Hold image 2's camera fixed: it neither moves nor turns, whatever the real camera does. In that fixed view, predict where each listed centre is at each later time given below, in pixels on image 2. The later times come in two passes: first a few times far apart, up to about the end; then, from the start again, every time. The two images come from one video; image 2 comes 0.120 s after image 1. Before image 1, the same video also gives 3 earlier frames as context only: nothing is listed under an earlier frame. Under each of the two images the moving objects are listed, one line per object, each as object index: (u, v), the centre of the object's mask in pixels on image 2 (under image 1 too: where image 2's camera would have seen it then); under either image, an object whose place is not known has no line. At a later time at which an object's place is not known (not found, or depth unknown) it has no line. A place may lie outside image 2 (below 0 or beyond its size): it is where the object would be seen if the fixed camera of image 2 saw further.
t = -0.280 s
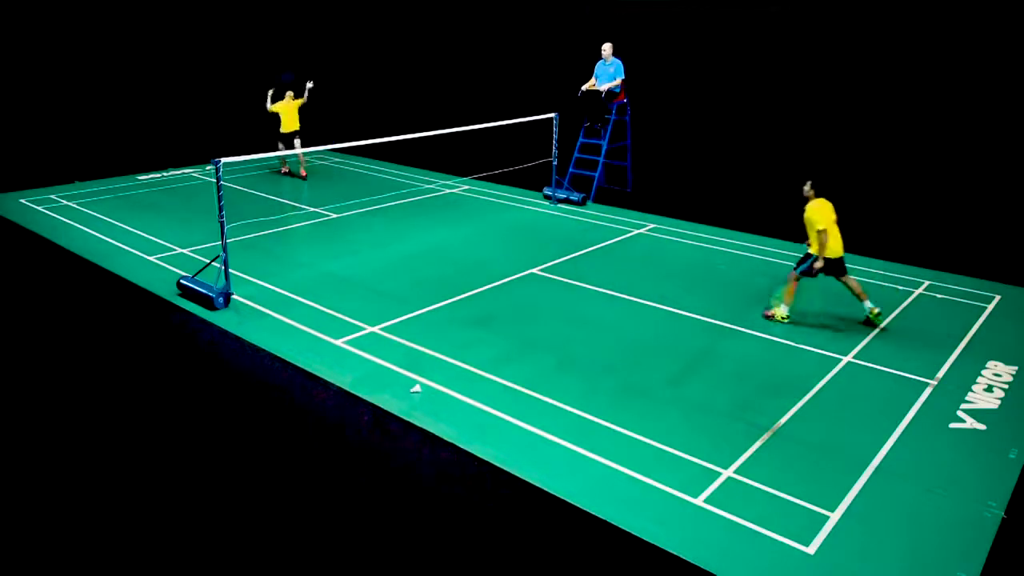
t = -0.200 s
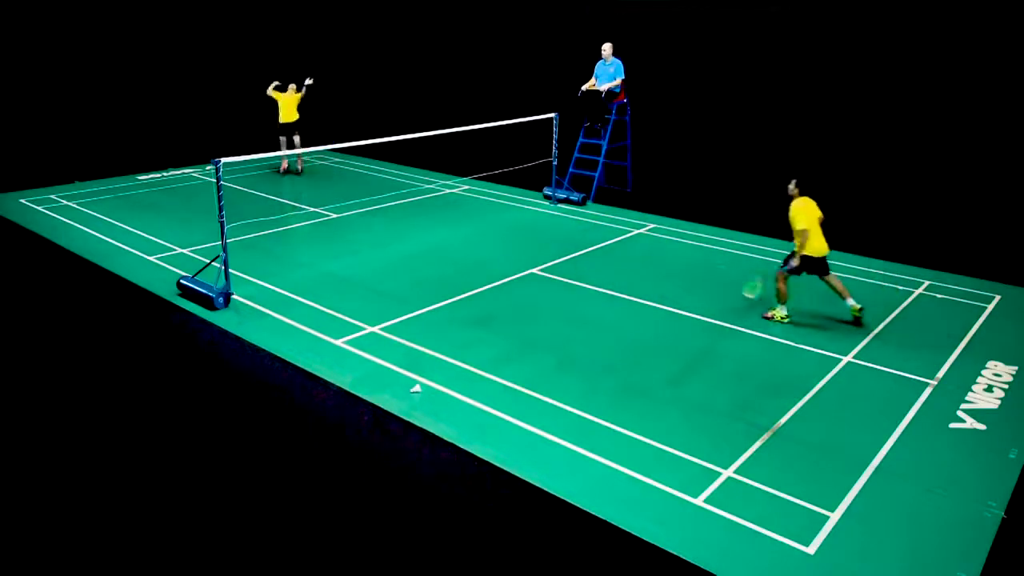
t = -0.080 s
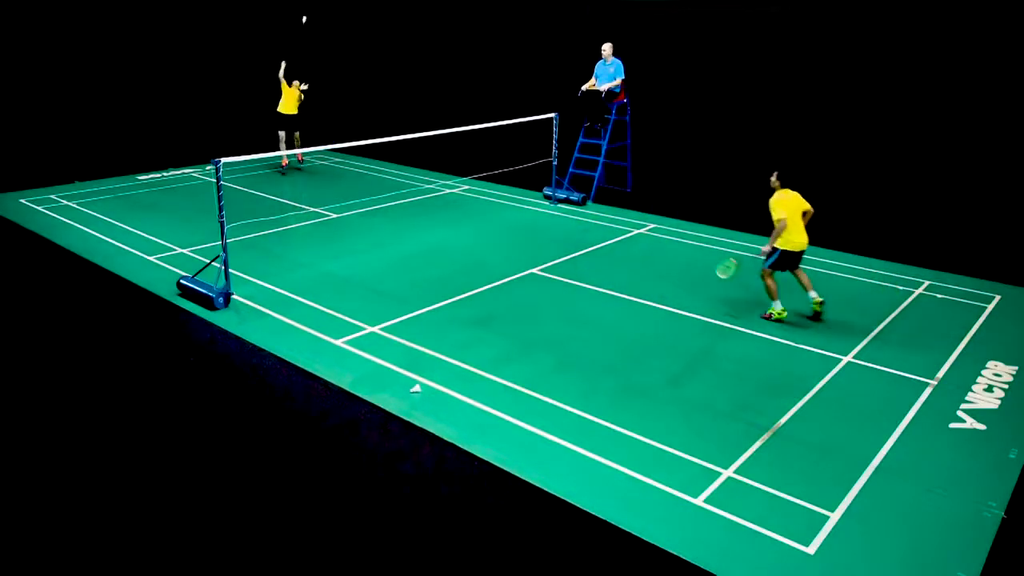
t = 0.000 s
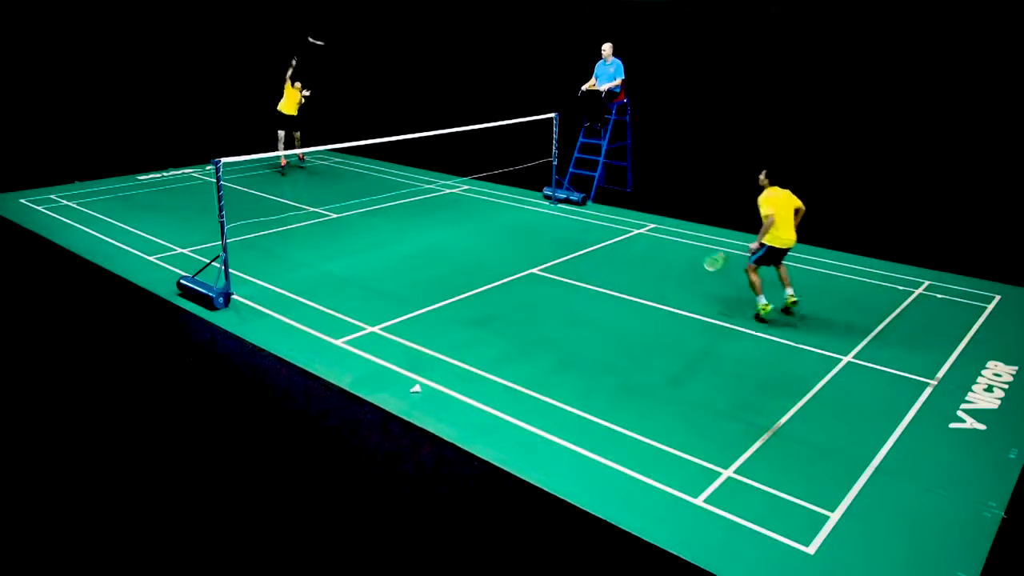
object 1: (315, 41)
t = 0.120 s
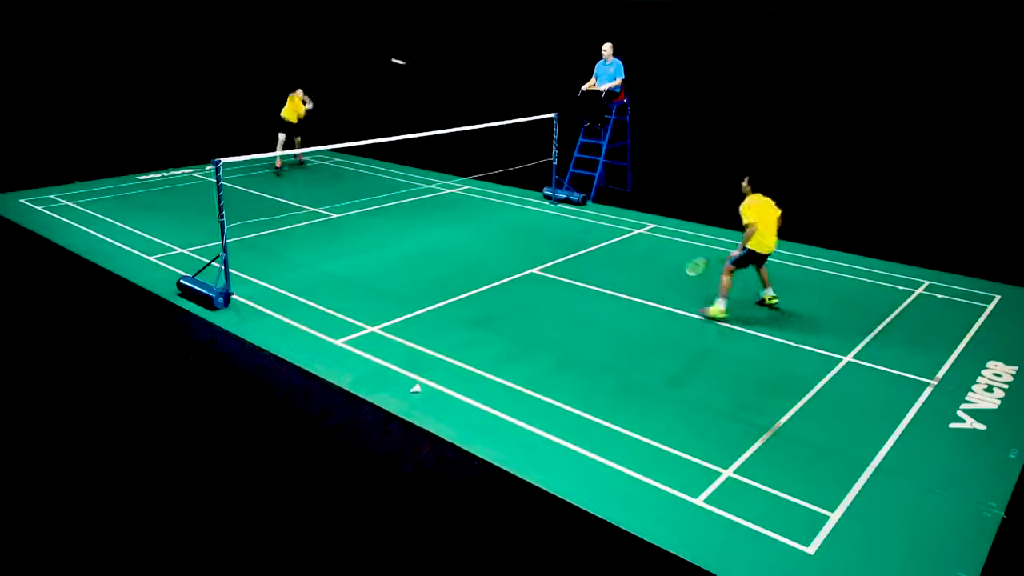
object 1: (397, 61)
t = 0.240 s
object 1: (459, 85)
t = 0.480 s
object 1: (536, 130)
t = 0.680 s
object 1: (530, 140)
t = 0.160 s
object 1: (420, 69)
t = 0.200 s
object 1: (440, 77)
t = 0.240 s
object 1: (459, 85)
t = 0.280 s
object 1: (477, 93)
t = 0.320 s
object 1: (493, 102)
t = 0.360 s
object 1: (509, 112)
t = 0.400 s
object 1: (525, 123)
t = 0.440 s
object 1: (534, 130)
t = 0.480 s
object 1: (536, 130)
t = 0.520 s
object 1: (536, 131)
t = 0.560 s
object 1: (536, 132)
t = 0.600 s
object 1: (535, 134)
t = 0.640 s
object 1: (533, 136)
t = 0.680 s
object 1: (530, 140)
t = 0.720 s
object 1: (528, 145)
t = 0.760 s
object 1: (527, 150)
